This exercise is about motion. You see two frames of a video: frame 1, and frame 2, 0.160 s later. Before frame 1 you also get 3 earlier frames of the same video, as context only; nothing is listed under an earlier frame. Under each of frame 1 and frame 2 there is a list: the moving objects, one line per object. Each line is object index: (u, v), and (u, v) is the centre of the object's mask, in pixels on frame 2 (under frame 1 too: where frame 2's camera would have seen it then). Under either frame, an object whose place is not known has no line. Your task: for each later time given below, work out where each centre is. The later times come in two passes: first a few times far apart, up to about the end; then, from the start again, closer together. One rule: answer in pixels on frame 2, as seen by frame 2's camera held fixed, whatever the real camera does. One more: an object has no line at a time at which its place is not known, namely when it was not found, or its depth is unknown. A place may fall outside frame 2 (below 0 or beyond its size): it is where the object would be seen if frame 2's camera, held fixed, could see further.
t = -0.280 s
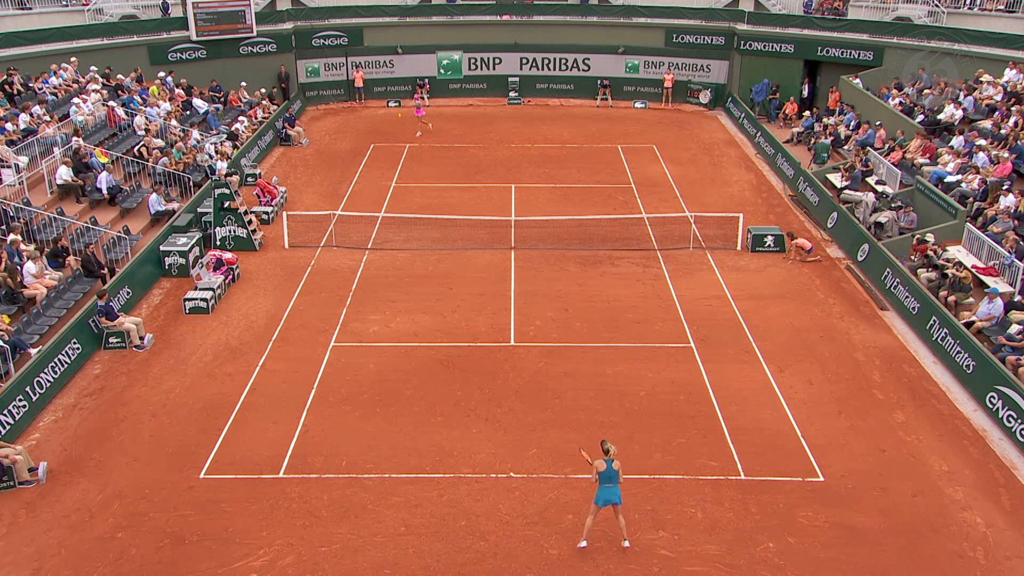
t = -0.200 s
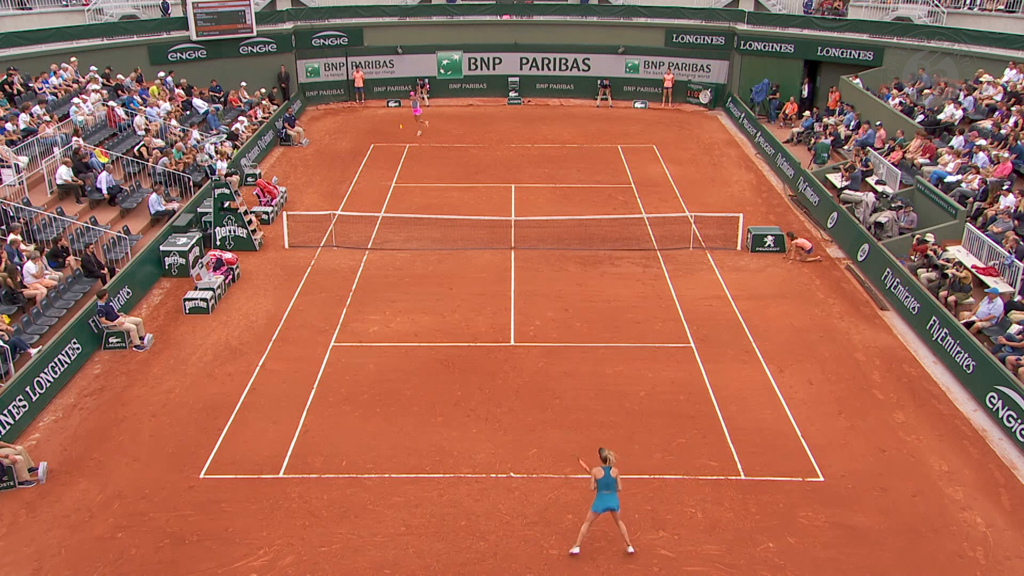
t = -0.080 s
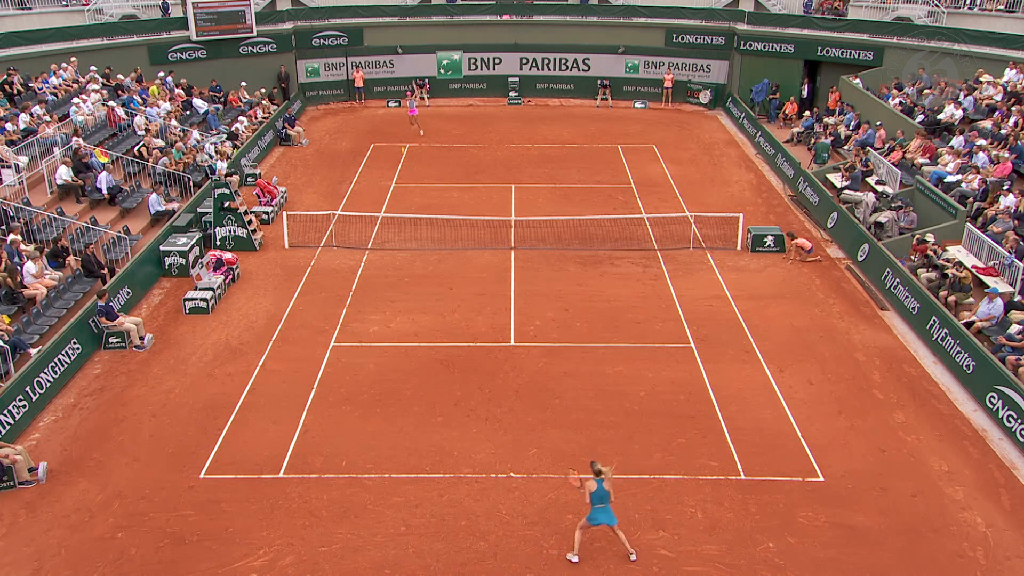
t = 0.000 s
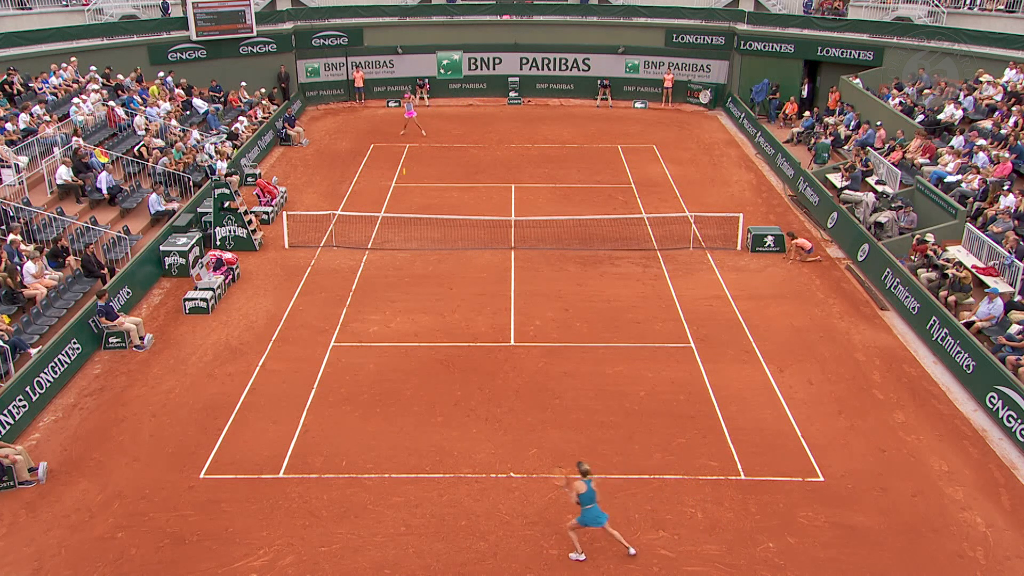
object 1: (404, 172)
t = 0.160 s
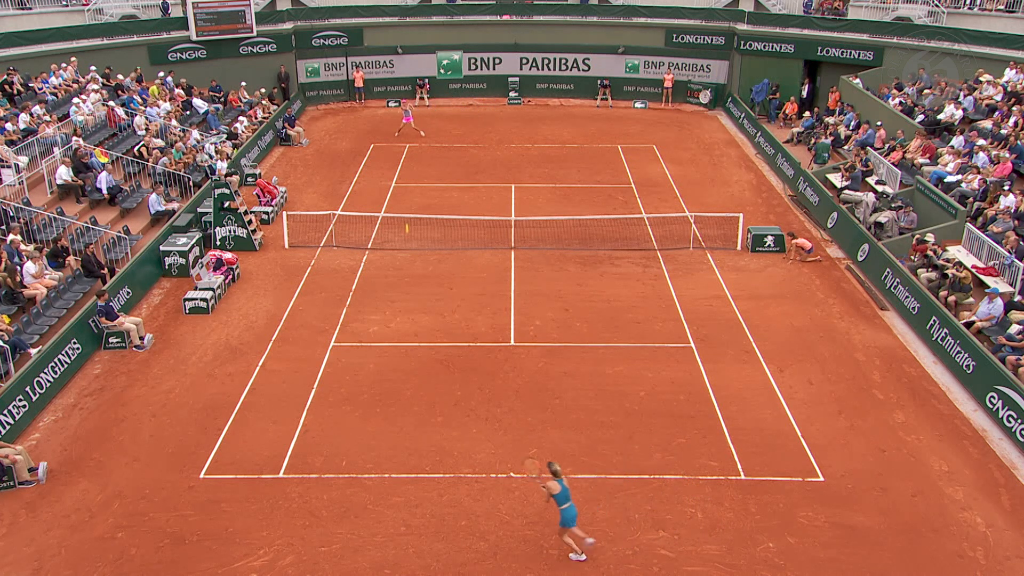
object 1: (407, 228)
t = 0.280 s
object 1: (409, 286)
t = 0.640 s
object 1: (415, 438)
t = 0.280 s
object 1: (409, 286)
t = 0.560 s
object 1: (414, 420)
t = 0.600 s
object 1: (415, 428)
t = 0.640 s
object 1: (415, 438)
